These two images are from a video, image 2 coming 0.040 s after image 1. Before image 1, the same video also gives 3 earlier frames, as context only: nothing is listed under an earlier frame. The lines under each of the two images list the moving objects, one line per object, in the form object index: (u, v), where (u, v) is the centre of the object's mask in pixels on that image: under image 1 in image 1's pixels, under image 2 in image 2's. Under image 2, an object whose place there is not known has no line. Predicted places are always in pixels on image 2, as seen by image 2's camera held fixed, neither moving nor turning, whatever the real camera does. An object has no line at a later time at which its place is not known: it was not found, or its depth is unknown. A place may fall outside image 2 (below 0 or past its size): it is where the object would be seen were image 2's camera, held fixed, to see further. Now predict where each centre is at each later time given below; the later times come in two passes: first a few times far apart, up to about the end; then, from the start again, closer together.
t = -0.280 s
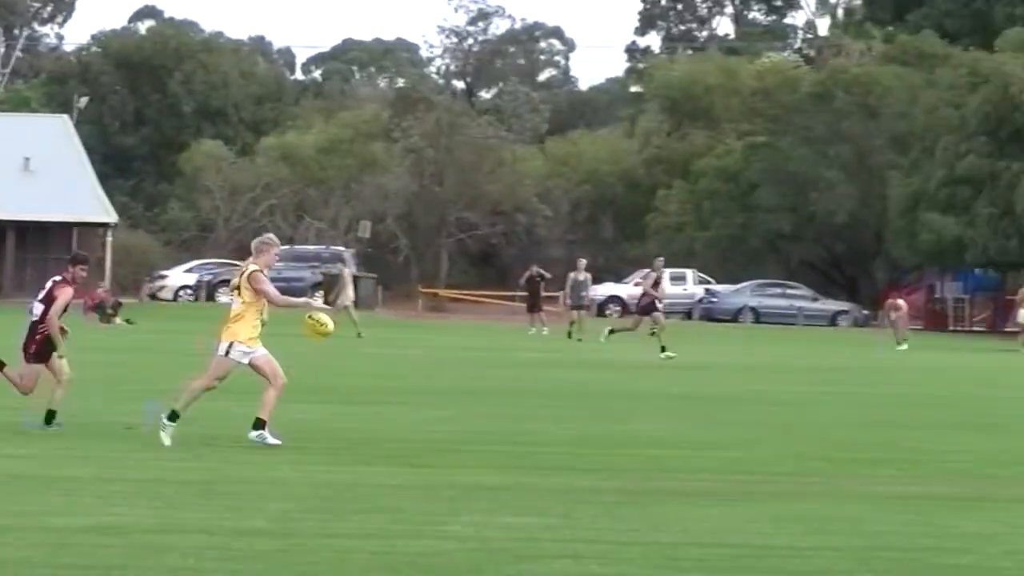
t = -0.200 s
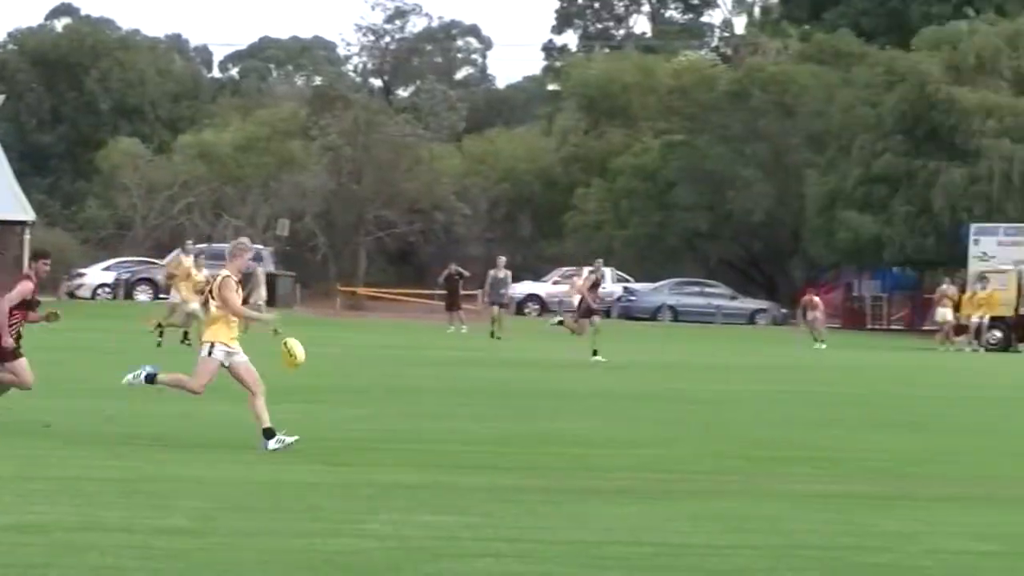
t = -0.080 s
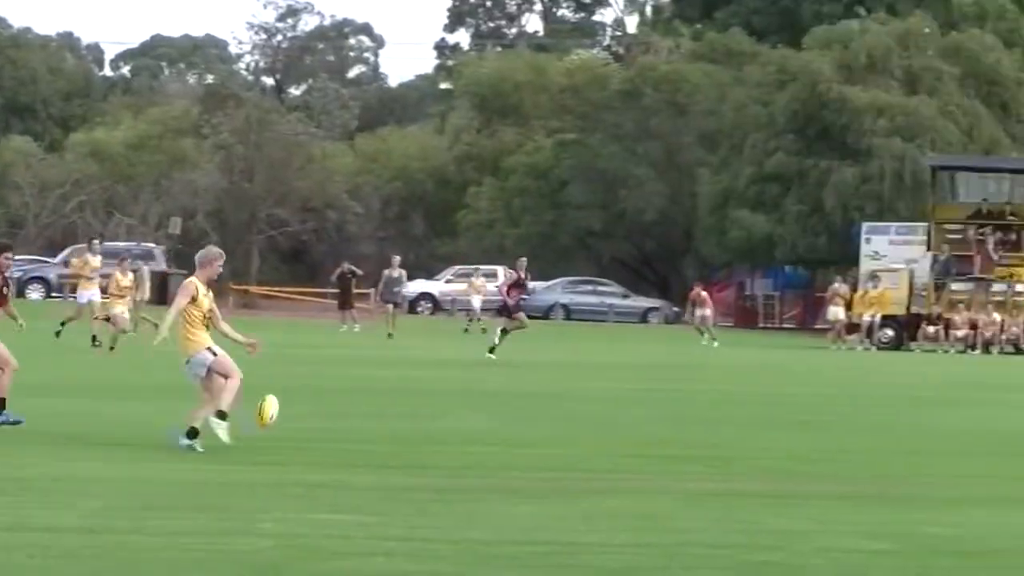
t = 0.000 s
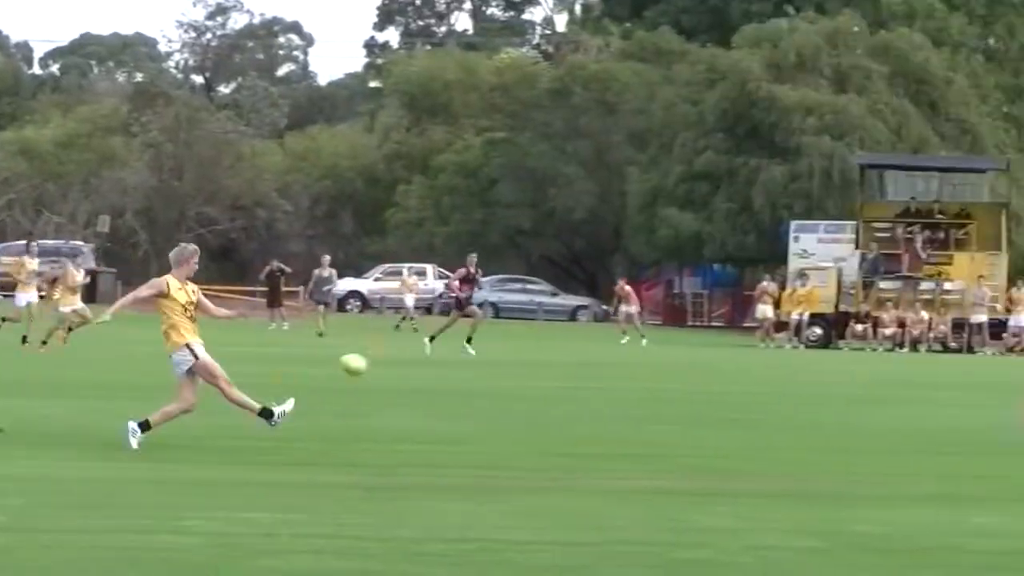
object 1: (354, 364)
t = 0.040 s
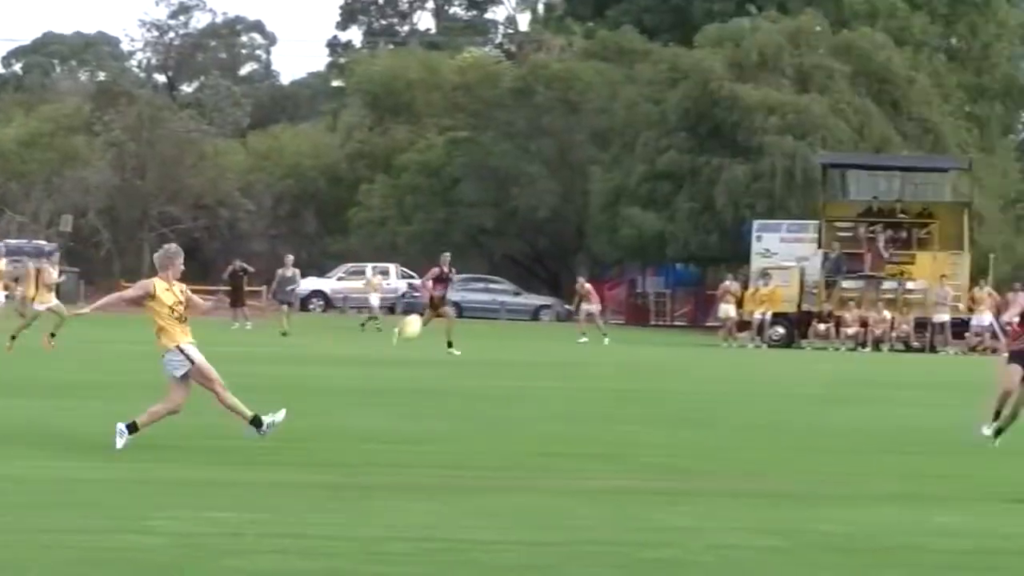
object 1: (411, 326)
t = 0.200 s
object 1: (753, 202)
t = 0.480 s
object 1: (1292, 36)
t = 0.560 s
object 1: (1442, -1)
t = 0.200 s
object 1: (753, 202)
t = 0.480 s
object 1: (1292, 36)
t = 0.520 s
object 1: (1366, 20)
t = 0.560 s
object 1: (1442, -1)
